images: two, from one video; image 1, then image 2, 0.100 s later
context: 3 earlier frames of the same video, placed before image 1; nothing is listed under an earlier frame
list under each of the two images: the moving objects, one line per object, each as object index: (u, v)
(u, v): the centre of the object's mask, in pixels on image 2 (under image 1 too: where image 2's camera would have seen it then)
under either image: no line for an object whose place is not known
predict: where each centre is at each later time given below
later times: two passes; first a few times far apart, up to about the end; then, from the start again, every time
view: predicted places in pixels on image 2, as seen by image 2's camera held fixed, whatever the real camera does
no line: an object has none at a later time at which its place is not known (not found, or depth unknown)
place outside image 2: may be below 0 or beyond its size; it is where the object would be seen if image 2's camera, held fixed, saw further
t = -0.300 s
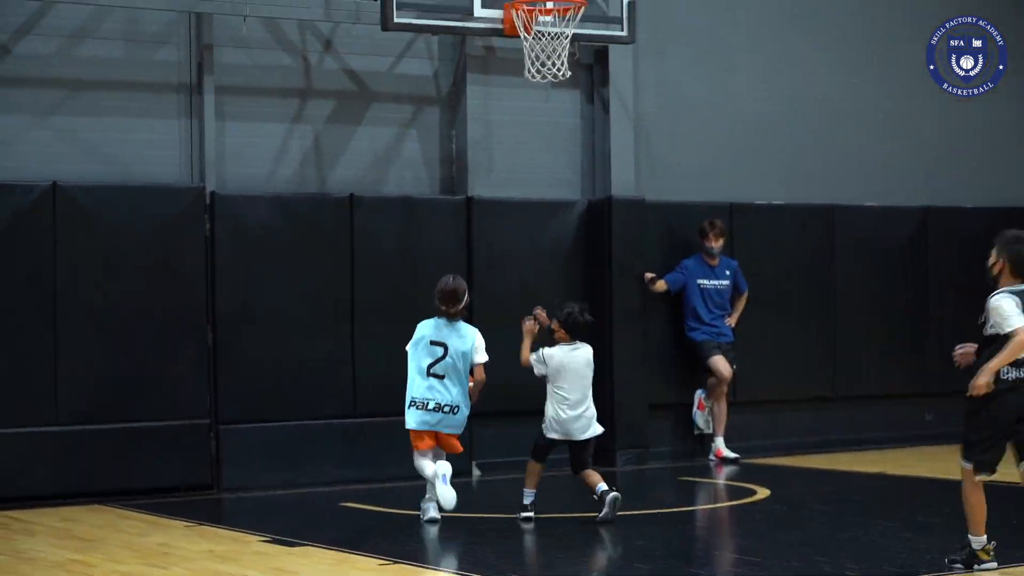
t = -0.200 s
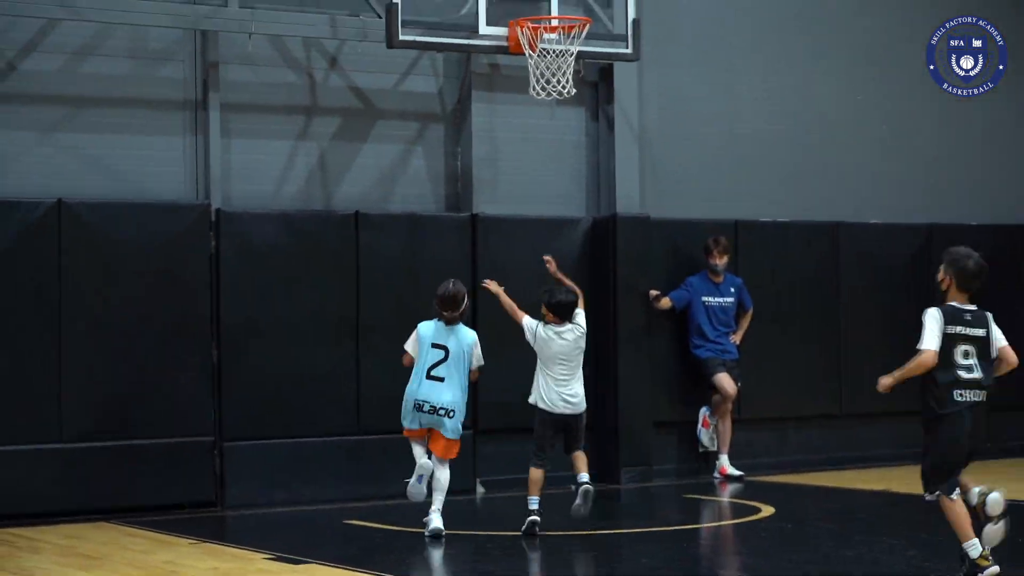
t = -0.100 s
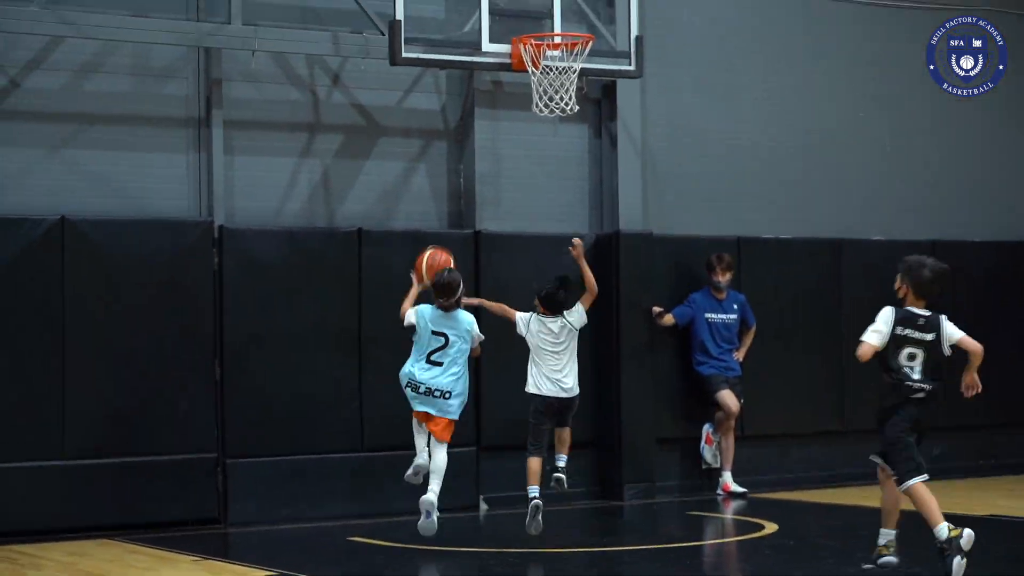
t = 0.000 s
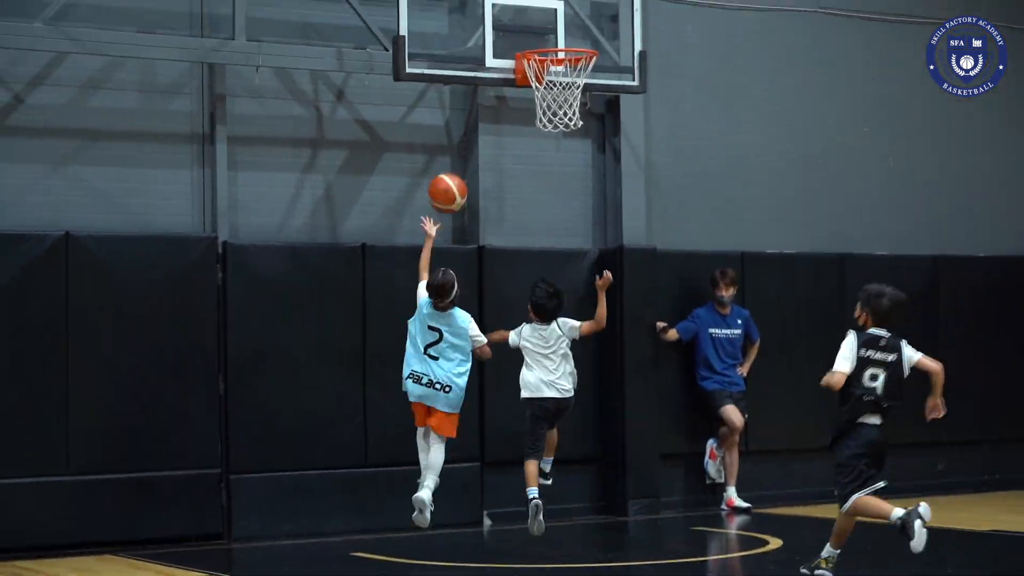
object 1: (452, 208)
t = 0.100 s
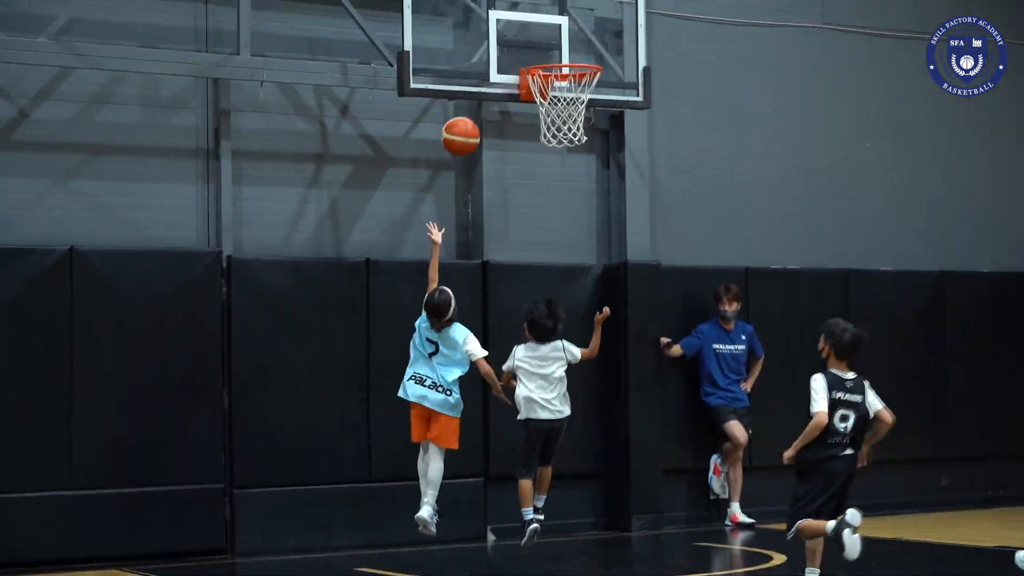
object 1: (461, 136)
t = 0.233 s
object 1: (471, 69)
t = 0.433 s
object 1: (505, 27)
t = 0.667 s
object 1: (567, 57)
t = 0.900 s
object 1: (578, 146)
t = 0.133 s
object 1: (463, 117)
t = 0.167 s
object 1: (466, 99)
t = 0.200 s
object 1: (469, 83)
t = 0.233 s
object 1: (471, 69)
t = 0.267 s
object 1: (474, 58)
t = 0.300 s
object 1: (476, 48)
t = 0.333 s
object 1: (479, 40)
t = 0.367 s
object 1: (488, 34)
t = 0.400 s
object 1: (497, 30)
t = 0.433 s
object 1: (505, 27)
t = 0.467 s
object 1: (514, 27)
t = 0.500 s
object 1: (523, 28)
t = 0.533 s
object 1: (532, 30)
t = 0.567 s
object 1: (541, 35)
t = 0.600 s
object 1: (549, 41)
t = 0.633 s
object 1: (559, 48)
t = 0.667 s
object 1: (567, 57)
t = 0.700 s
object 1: (577, 71)
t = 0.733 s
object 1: (582, 83)
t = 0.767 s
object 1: (582, 94)
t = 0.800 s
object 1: (582, 107)
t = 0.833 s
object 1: (582, 119)
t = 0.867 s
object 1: (579, 131)
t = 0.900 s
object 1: (578, 146)
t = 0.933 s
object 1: (576, 160)
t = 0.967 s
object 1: (574, 178)
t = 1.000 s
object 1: (573, 197)
